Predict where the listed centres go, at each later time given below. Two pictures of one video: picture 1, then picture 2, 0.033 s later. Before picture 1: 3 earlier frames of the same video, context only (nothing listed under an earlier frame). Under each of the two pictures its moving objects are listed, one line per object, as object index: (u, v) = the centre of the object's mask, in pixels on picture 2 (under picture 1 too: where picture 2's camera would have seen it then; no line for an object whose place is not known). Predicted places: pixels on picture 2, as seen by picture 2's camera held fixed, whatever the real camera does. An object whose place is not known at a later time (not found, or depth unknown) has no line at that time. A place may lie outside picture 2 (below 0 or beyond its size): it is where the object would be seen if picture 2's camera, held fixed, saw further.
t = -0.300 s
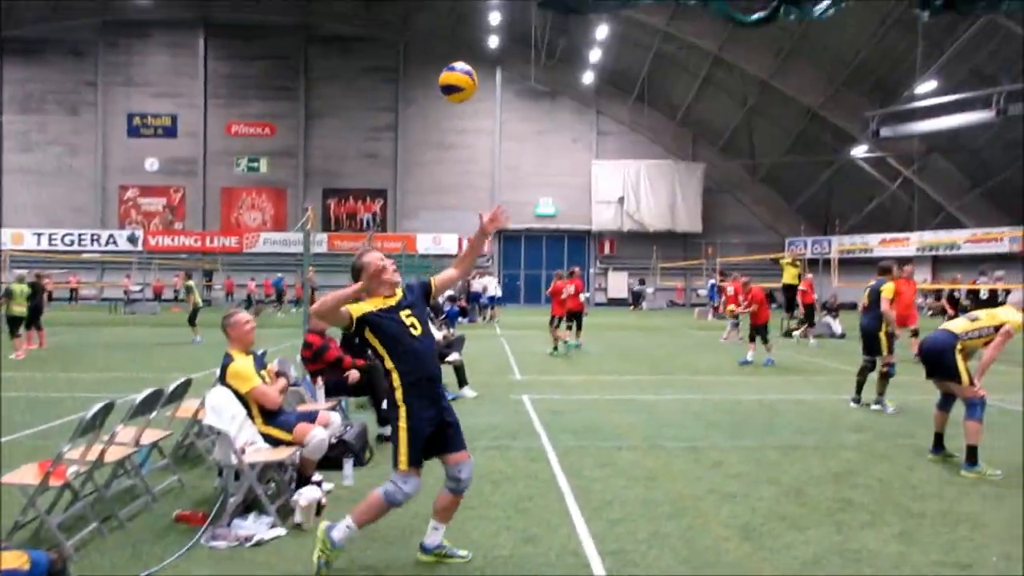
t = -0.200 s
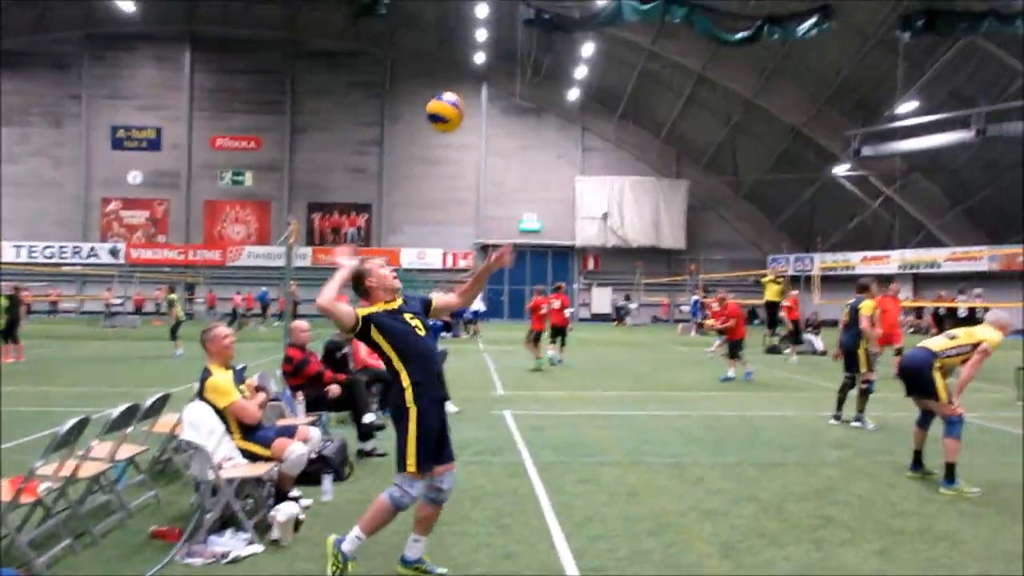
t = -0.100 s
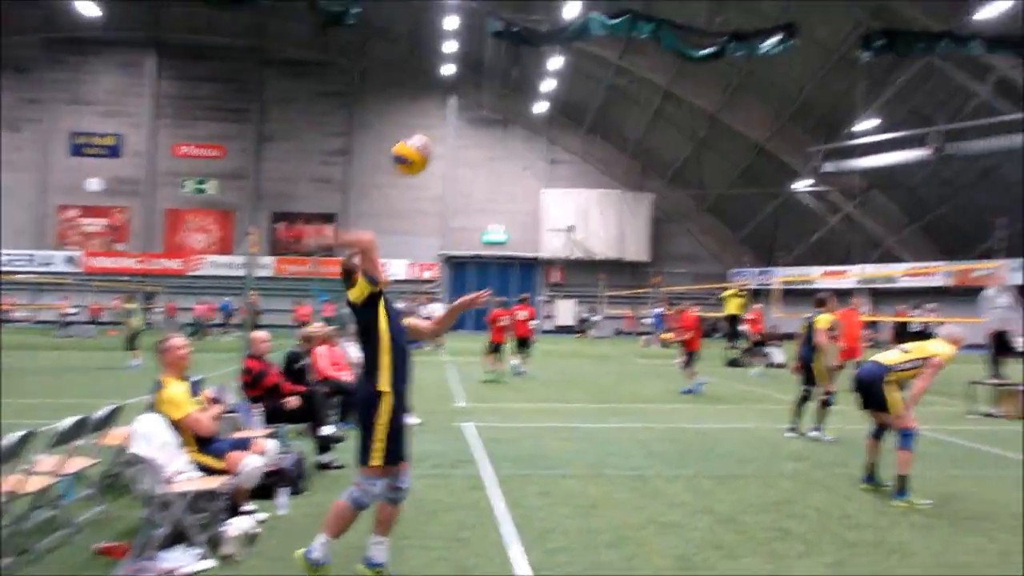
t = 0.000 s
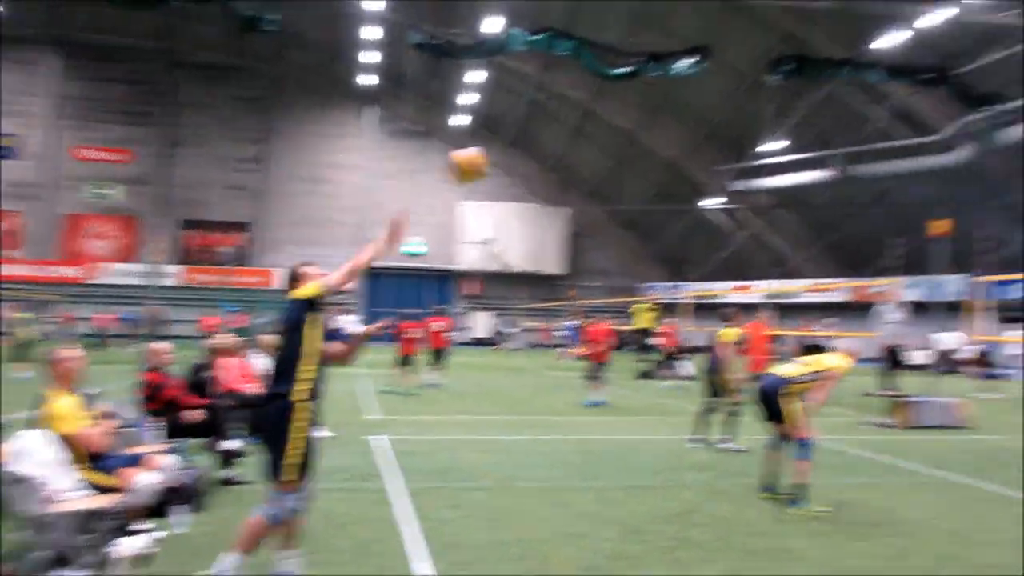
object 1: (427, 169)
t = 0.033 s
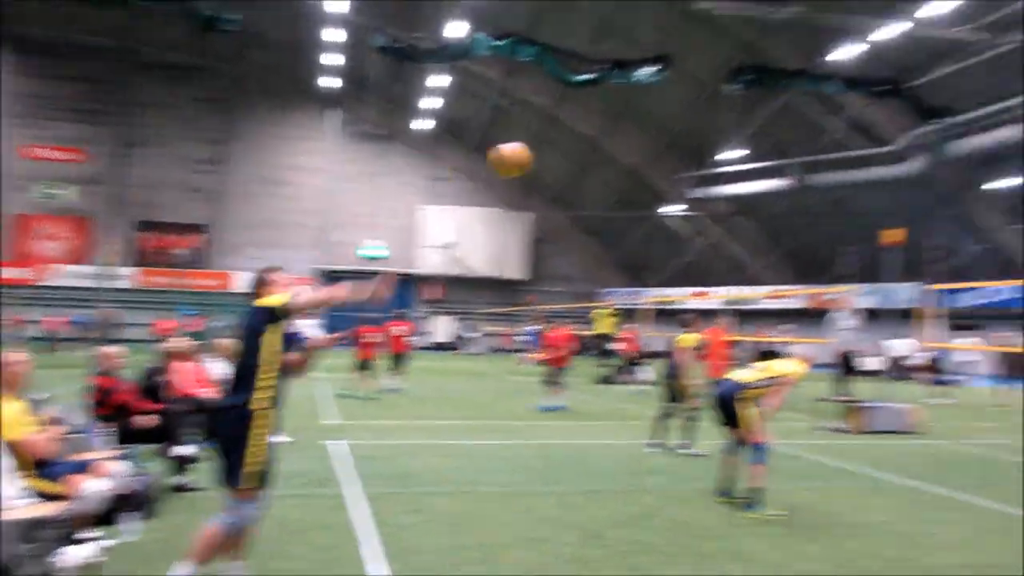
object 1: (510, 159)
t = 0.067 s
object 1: (587, 151)
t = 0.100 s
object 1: (654, 145)
